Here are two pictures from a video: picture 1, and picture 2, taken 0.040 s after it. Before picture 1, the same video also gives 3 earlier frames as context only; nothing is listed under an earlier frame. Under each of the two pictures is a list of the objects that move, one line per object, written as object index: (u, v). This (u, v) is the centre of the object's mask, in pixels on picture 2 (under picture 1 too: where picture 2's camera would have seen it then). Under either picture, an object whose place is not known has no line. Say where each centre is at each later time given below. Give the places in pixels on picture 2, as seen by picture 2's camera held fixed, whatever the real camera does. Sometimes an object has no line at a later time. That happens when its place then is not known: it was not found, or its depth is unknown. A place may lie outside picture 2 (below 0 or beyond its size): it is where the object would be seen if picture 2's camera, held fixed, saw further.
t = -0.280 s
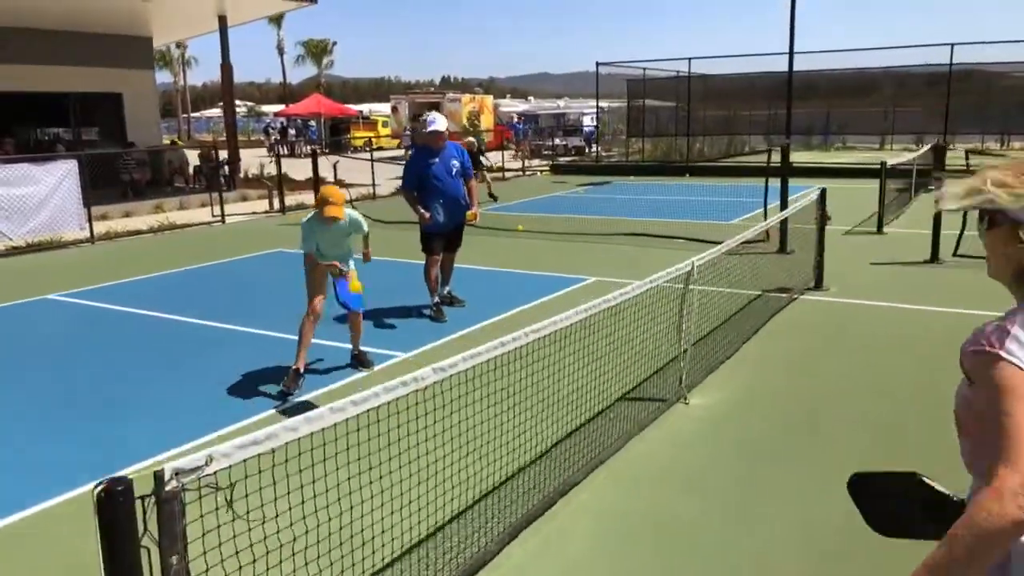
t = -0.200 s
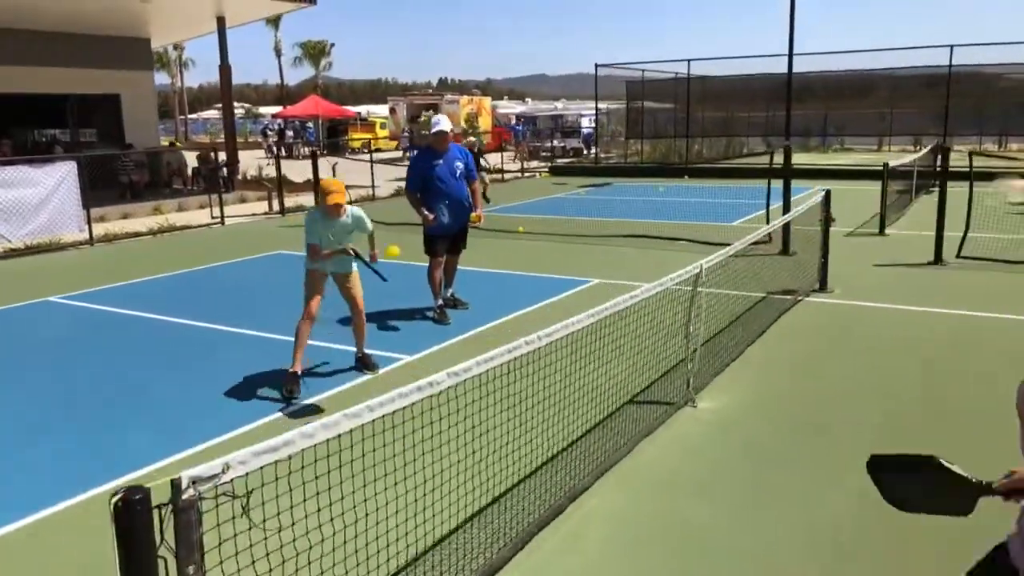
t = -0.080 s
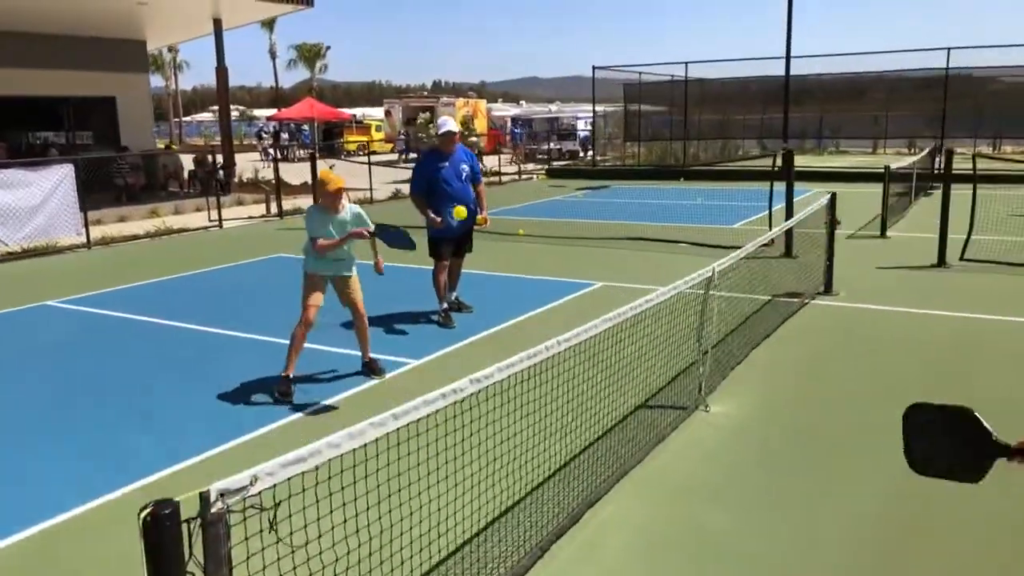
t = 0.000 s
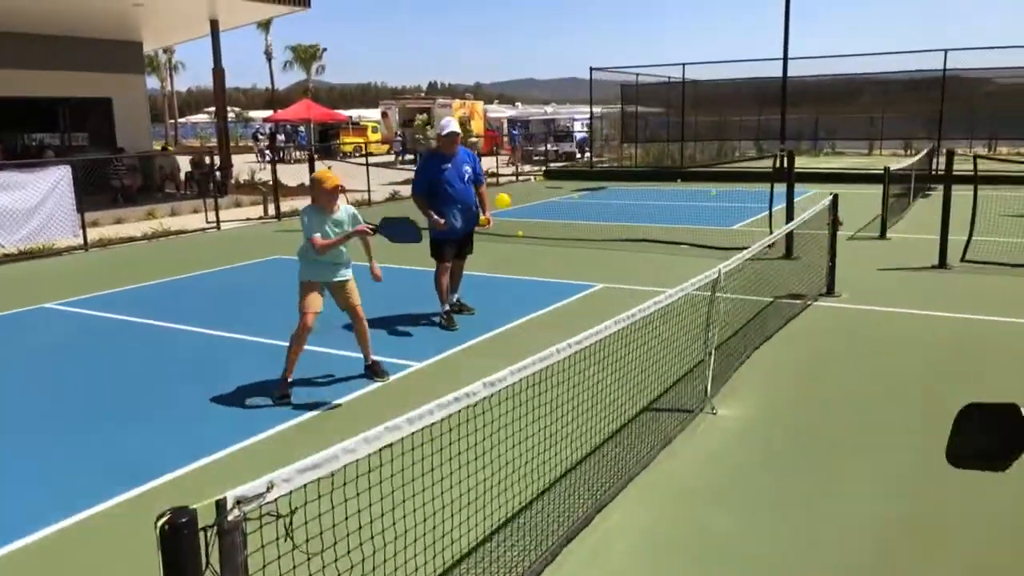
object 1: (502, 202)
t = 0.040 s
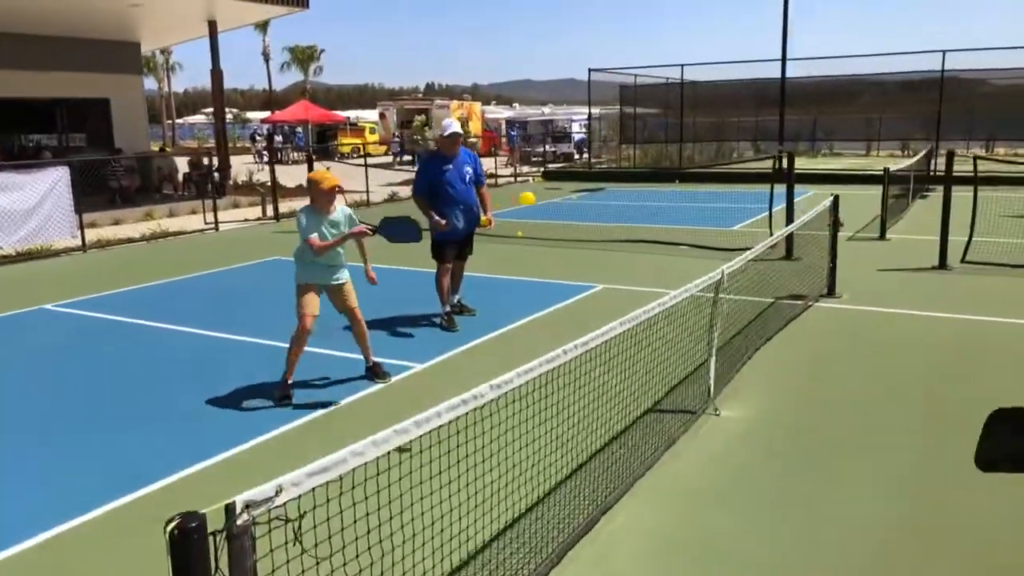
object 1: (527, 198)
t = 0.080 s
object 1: (553, 199)
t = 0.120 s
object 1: (579, 202)
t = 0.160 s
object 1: (600, 208)
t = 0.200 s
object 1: (627, 218)
